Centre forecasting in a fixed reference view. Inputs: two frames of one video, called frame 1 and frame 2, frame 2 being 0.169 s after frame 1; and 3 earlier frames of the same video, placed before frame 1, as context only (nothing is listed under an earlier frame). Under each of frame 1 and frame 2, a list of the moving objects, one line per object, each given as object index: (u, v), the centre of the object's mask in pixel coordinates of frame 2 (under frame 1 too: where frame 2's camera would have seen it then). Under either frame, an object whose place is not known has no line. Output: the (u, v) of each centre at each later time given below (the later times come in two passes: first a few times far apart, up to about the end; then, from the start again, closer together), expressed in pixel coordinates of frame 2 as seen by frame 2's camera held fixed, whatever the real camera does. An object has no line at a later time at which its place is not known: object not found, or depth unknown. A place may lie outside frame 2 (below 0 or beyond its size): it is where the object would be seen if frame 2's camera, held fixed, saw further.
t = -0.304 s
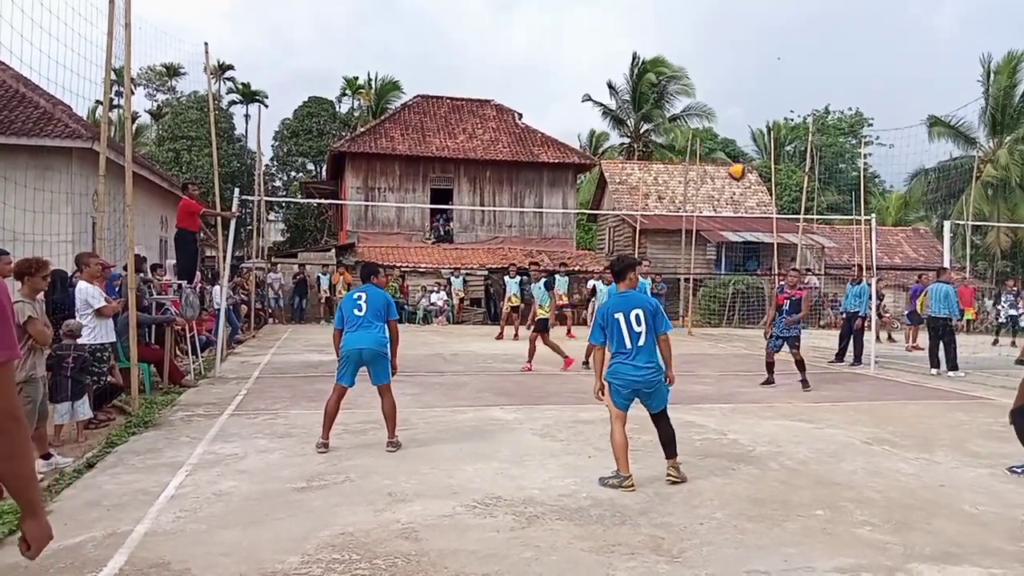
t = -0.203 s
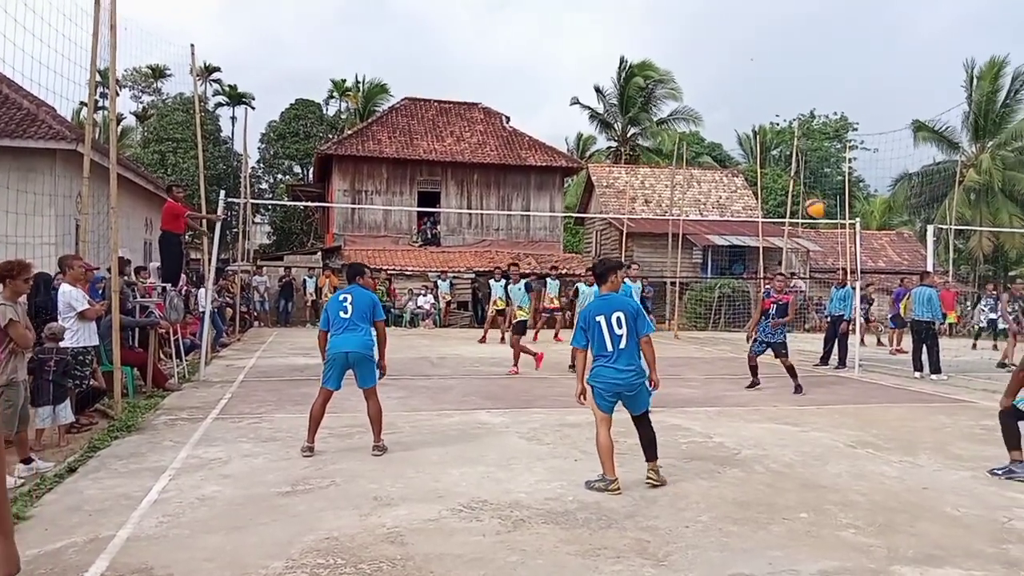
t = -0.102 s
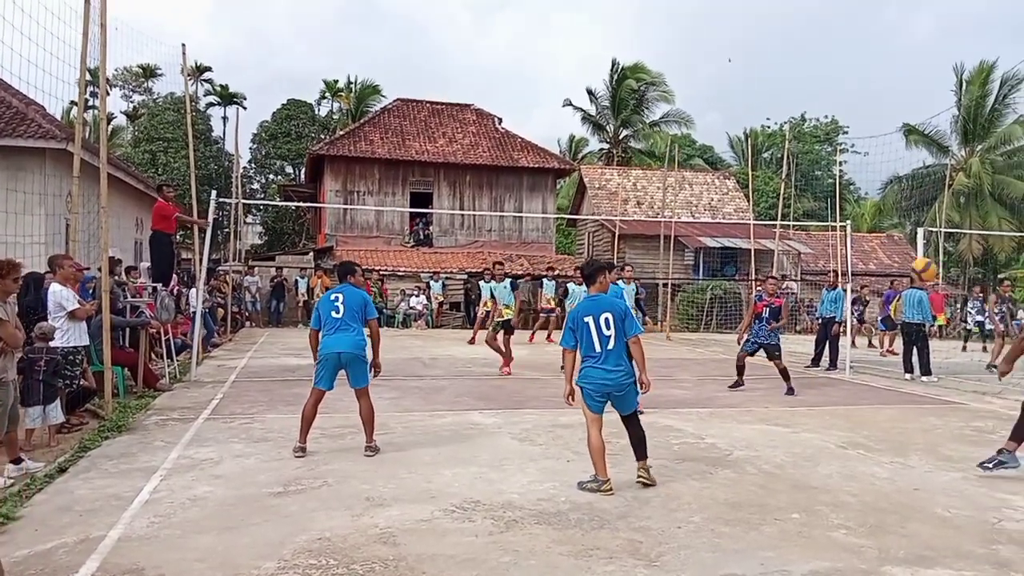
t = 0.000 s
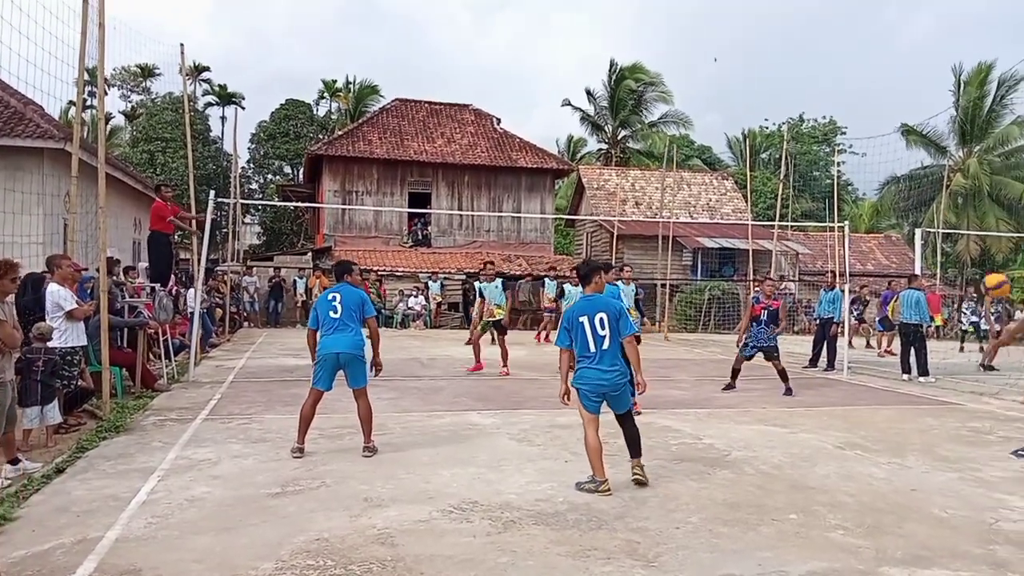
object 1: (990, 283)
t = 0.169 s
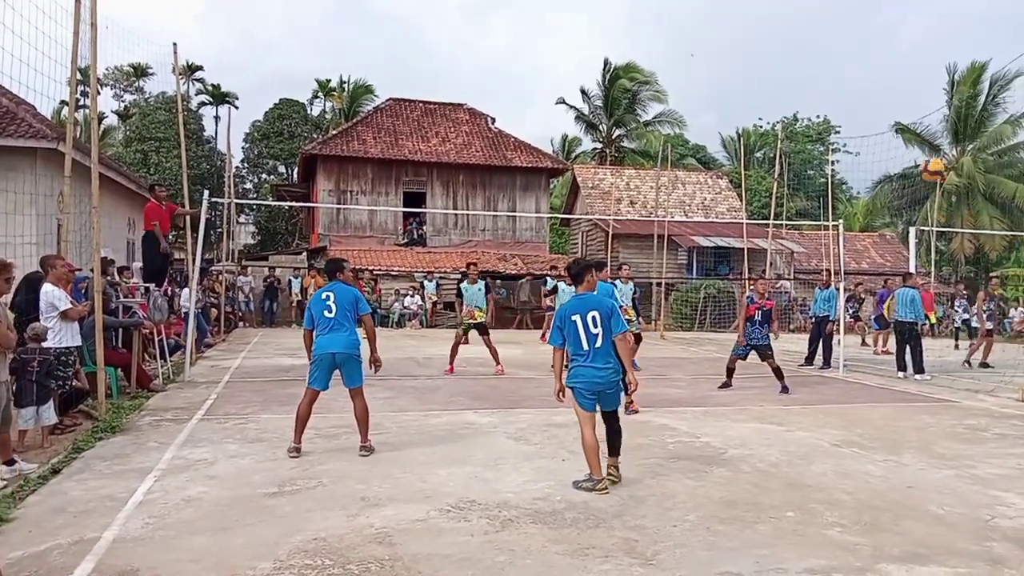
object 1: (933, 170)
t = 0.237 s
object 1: (912, 138)
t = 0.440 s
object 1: (862, 82)
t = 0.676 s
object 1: (815, 73)
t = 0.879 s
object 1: (783, 99)
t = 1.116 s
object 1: (752, 159)
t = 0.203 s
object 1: (922, 153)
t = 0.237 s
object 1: (912, 138)
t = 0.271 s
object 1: (903, 124)
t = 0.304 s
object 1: (894, 112)
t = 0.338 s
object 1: (886, 103)
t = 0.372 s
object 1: (878, 94)
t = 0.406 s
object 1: (870, 88)
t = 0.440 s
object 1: (862, 82)
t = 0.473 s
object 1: (855, 77)
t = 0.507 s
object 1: (848, 74)
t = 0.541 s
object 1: (840, 72)
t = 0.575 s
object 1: (834, 70)
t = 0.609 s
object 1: (828, 70)
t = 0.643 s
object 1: (821, 70)
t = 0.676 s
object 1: (815, 73)
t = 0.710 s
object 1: (810, 75)
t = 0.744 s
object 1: (804, 78)
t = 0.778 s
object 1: (798, 82)
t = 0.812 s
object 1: (794, 87)
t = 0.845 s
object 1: (788, 93)
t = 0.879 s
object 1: (783, 99)
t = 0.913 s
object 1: (778, 106)
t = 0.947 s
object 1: (773, 114)
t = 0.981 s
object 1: (768, 121)
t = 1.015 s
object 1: (765, 129)
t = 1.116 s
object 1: (752, 159)
